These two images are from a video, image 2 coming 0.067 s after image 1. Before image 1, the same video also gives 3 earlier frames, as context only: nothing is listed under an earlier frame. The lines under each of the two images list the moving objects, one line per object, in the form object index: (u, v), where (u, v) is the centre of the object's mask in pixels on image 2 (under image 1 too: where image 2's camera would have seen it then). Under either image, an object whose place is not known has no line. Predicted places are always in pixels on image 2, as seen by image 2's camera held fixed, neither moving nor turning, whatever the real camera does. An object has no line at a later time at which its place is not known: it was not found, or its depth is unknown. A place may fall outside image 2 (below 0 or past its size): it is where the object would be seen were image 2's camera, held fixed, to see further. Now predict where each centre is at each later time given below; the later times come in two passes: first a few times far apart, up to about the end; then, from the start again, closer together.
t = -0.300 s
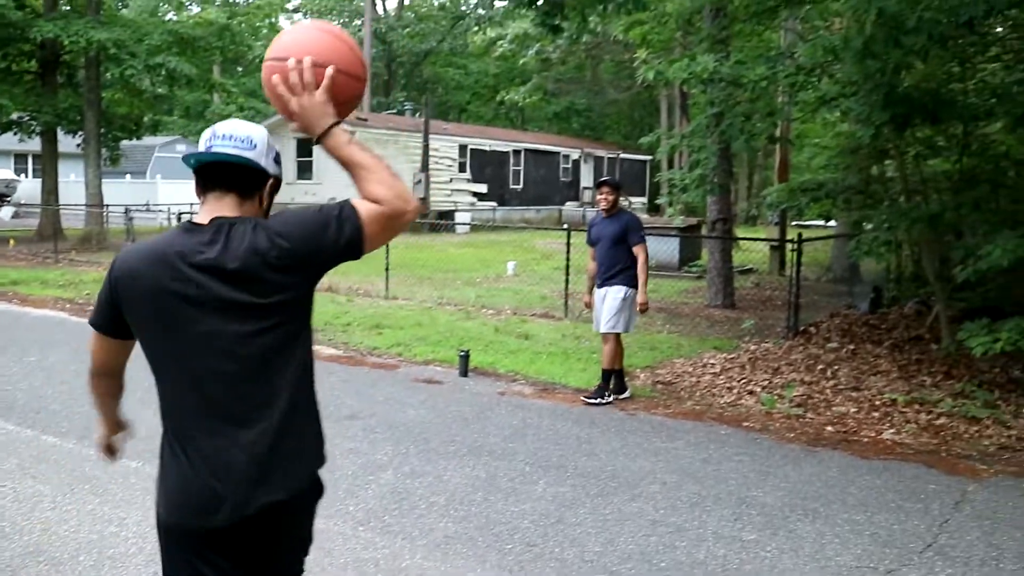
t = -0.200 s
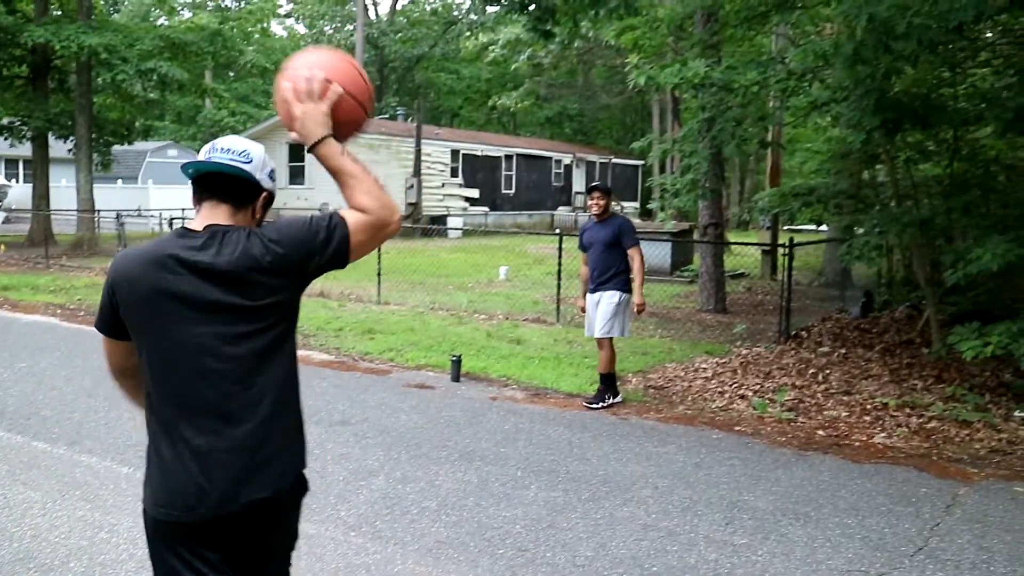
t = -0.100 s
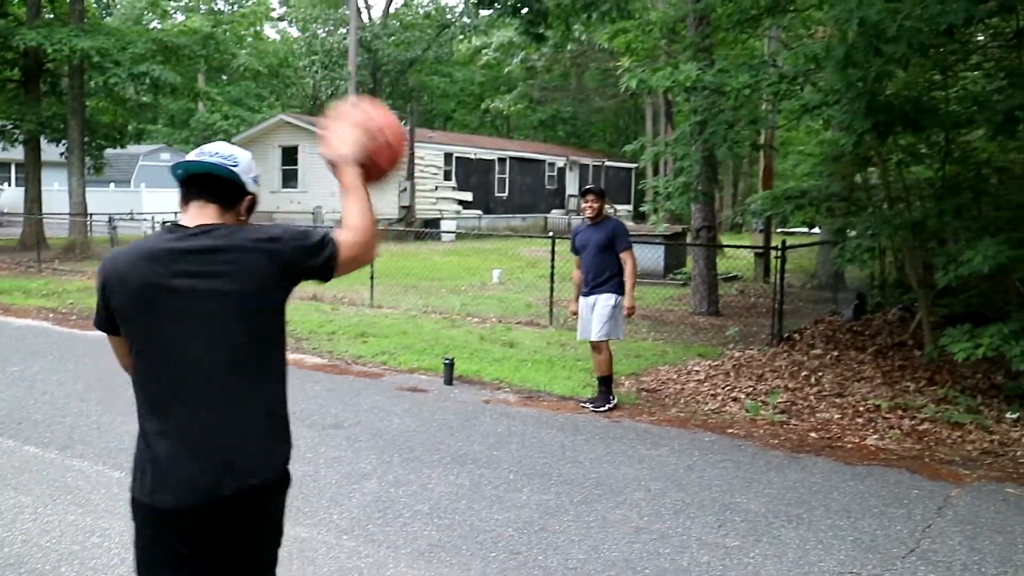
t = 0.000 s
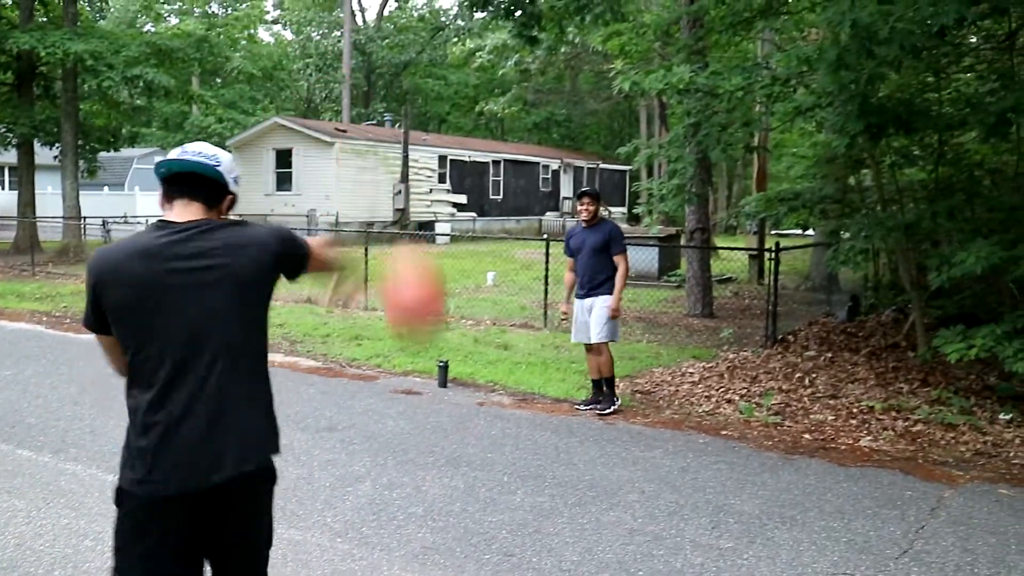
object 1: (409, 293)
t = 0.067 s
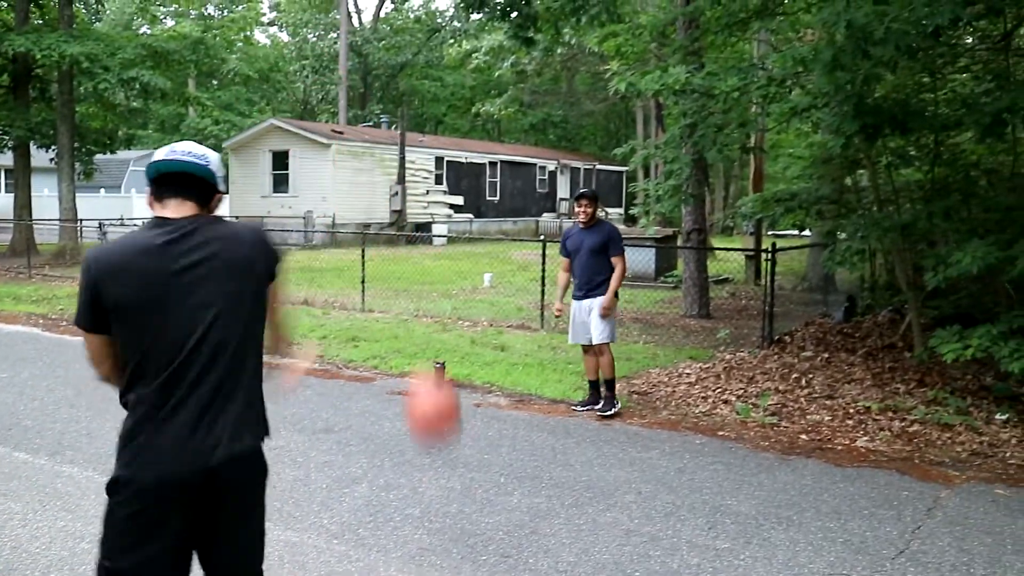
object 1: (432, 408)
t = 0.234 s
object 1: (460, 369)
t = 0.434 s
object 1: (479, 197)
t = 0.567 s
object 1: (493, 139)
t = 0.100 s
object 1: (441, 451)
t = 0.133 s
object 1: (449, 491)
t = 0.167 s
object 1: (453, 454)
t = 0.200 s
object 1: (457, 412)
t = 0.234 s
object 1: (460, 369)
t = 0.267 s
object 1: (464, 334)
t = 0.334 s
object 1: (471, 270)
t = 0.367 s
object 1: (474, 244)
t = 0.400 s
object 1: (478, 220)
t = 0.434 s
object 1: (479, 197)
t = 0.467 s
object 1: (482, 181)
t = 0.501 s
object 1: (485, 165)
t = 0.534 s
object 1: (489, 151)
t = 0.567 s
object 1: (493, 139)
